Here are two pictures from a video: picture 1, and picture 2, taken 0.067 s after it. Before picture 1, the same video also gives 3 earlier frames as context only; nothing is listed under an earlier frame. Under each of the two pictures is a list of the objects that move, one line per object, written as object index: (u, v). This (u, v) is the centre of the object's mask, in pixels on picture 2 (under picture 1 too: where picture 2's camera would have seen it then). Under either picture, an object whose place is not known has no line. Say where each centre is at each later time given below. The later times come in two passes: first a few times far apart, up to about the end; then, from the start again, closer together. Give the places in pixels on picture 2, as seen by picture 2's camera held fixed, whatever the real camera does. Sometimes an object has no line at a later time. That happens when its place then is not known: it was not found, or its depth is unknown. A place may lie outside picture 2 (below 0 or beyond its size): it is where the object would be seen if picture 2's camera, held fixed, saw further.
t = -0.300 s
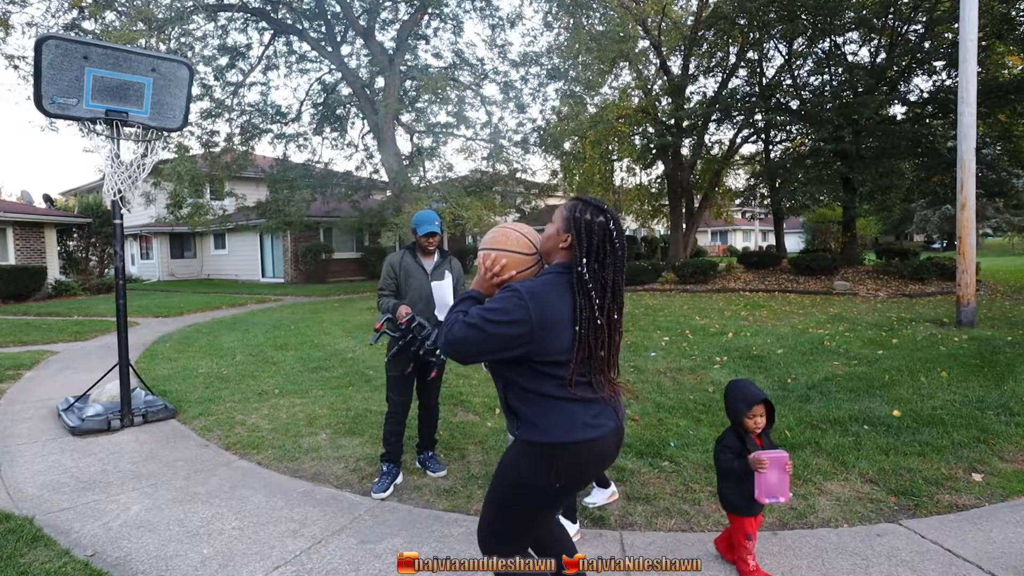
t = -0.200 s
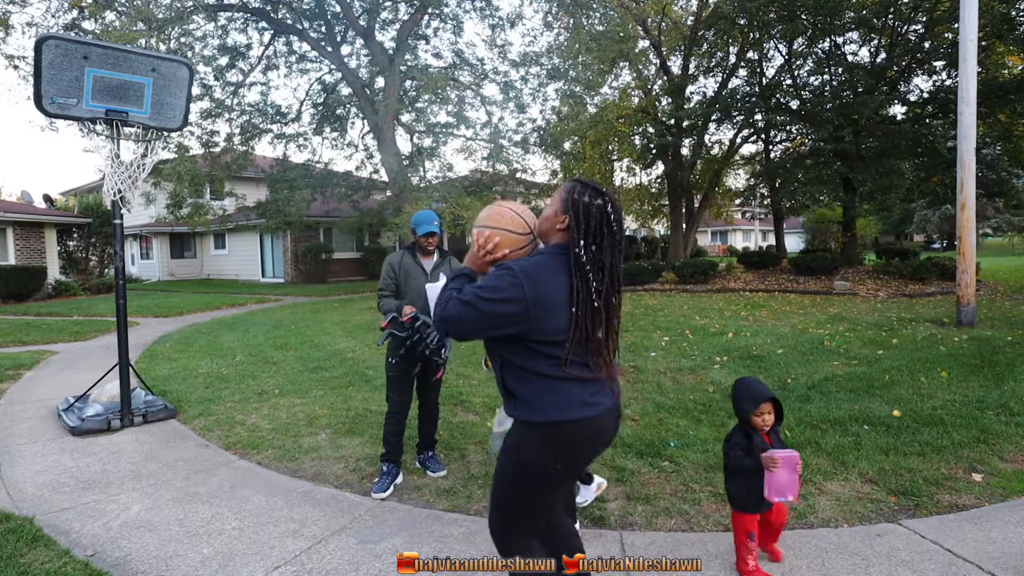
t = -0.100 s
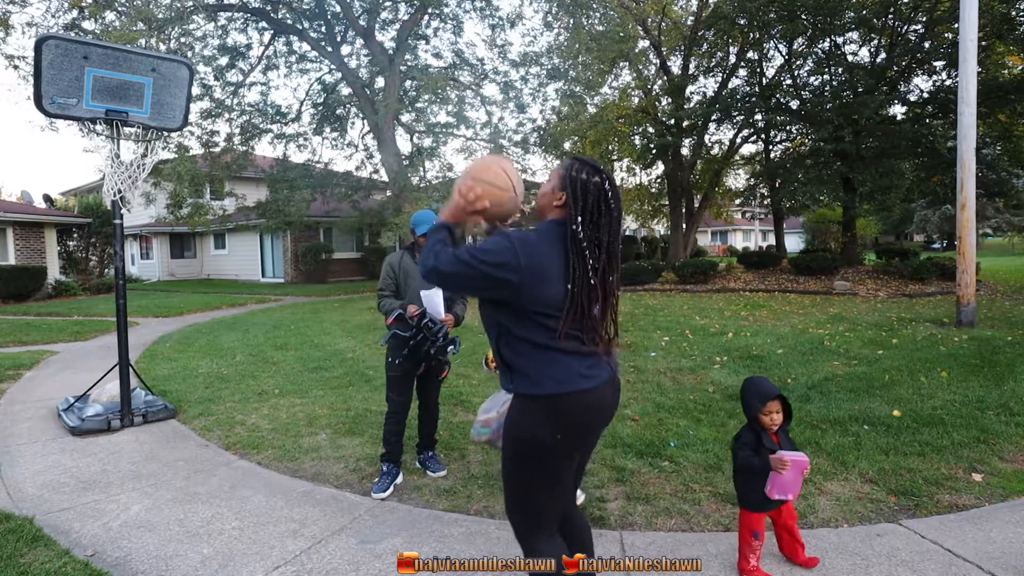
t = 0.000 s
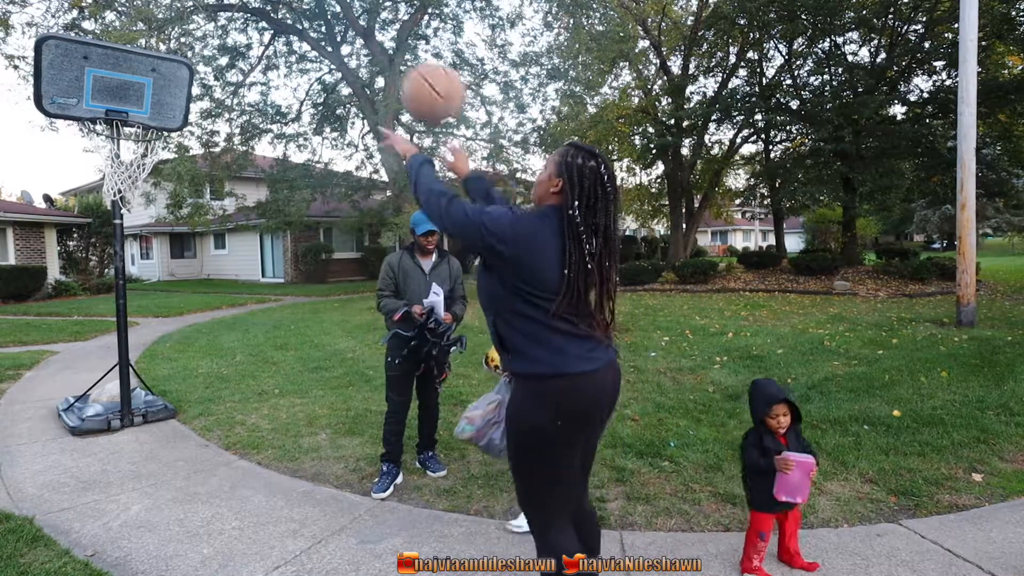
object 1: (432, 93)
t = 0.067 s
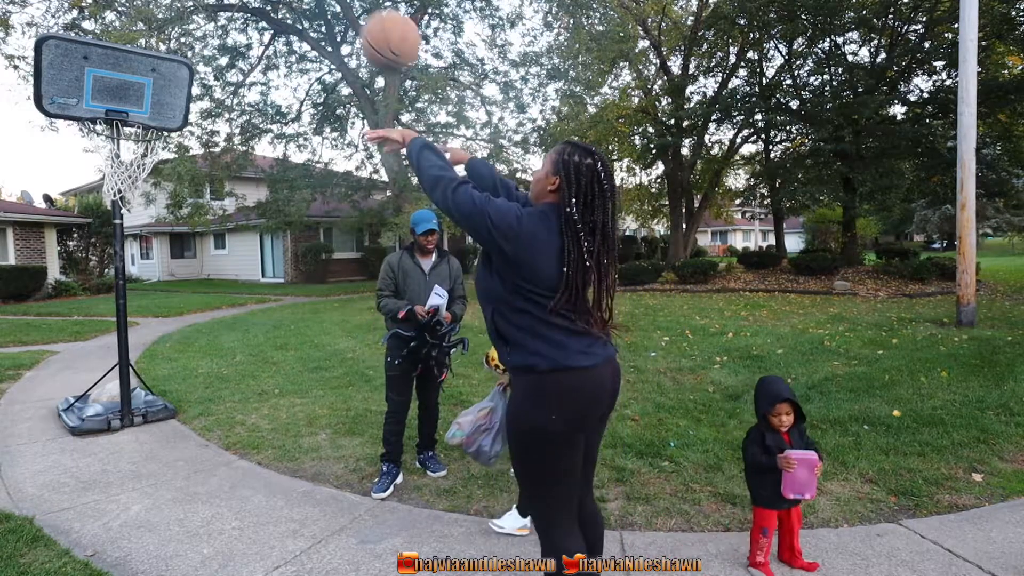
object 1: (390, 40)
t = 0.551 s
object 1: (195, 20)
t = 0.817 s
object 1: (140, 161)
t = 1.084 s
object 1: (107, 354)
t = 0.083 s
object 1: (380, 30)
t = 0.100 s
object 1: (372, 24)
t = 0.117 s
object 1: (362, 19)
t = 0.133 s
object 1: (353, 15)
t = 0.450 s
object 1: (224, 5)
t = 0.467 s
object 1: (222, 7)
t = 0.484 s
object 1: (216, 9)
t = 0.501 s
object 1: (211, 11)
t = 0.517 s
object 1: (205, 13)
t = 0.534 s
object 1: (200, 16)
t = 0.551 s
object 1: (195, 20)
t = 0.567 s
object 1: (191, 25)
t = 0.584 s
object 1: (185, 32)
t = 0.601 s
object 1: (182, 40)
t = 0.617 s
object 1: (178, 47)
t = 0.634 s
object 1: (175, 55)
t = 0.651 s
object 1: (171, 63)
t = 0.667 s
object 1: (167, 72)
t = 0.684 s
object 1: (165, 81)
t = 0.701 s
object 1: (160, 90)
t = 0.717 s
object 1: (157, 99)
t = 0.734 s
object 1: (153, 109)
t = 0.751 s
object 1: (150, 119)
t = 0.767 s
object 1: (148, 128)
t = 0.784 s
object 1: (145, 138)
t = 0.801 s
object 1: (142, 149)
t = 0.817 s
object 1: (140, 161)
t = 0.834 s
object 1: (137, 171)
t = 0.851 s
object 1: (133, 183)
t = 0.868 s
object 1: (132, 194)
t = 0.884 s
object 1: (129, 205)
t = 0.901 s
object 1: (126, 216)
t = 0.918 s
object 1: (123, 228)
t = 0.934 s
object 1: (121, 240)
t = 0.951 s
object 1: (119, 251)
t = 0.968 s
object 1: (117, 265)
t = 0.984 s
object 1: (116, 276)
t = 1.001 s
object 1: (114, 289)
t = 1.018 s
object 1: (113, 301)
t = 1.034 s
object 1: (111, 315)
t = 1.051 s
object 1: (109, 327)
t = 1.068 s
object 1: (108, 340)
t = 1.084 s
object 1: (107, 354)
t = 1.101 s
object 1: (105, 368)
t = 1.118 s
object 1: (102, 380)
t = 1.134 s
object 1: (99, 392)
